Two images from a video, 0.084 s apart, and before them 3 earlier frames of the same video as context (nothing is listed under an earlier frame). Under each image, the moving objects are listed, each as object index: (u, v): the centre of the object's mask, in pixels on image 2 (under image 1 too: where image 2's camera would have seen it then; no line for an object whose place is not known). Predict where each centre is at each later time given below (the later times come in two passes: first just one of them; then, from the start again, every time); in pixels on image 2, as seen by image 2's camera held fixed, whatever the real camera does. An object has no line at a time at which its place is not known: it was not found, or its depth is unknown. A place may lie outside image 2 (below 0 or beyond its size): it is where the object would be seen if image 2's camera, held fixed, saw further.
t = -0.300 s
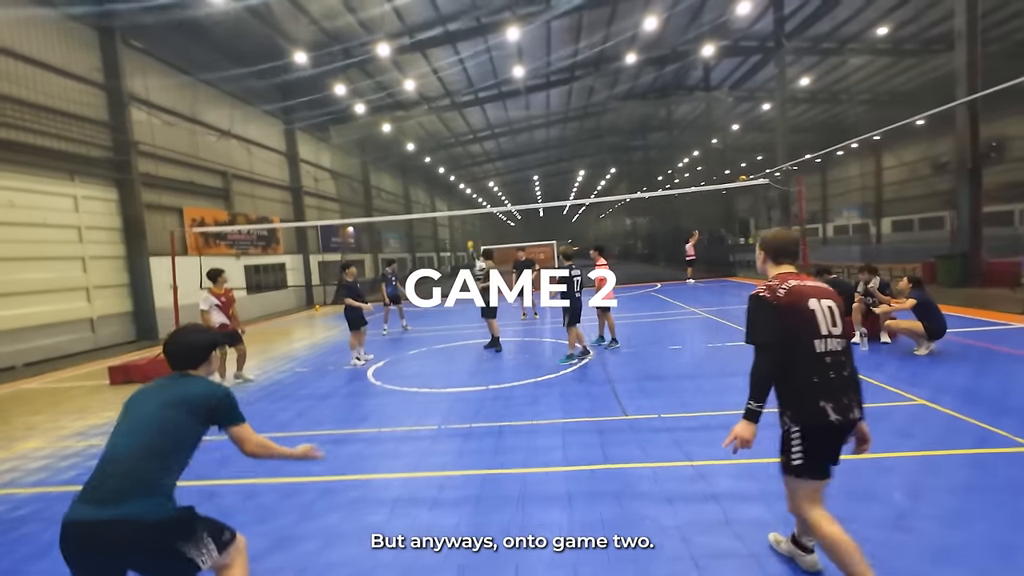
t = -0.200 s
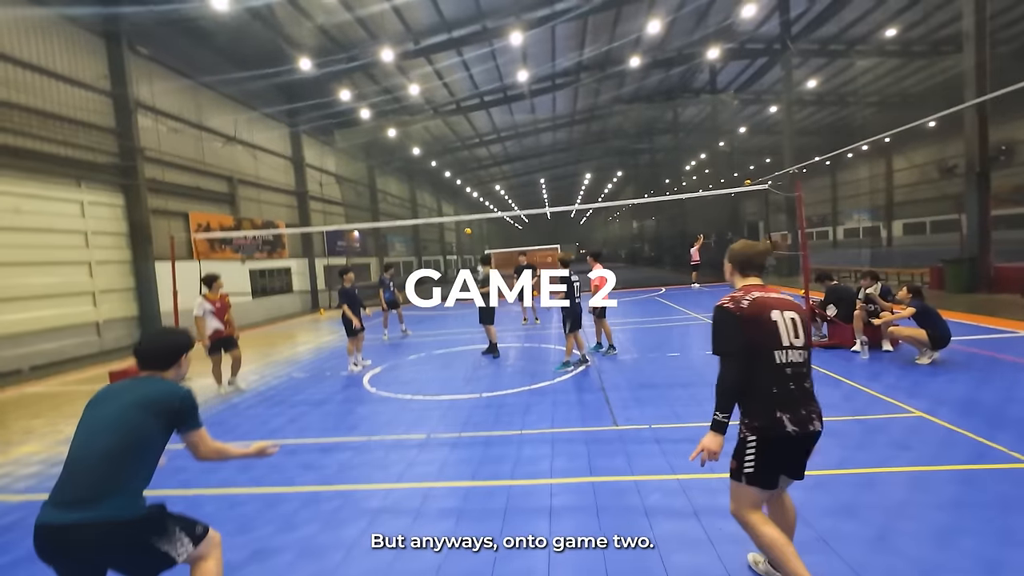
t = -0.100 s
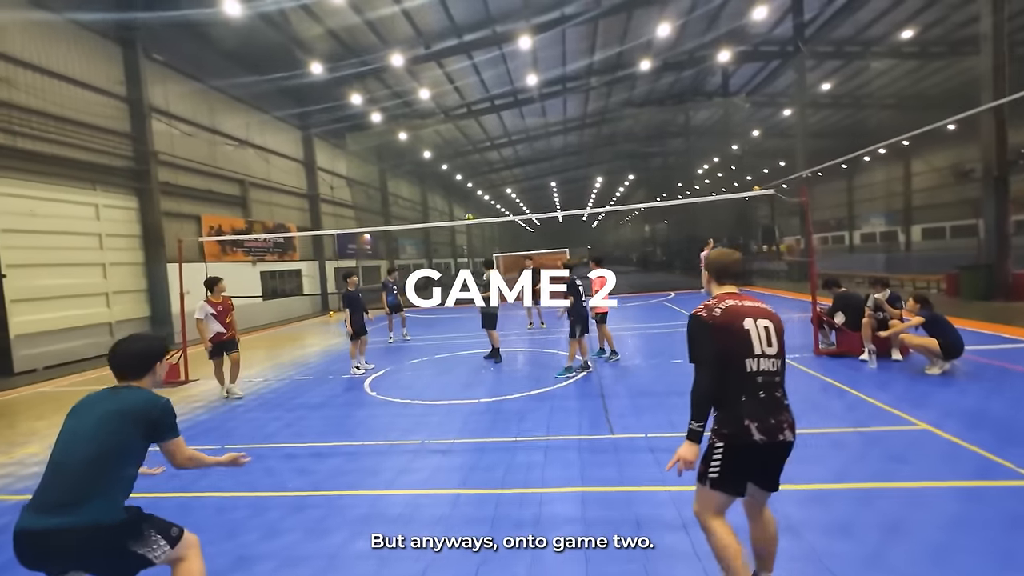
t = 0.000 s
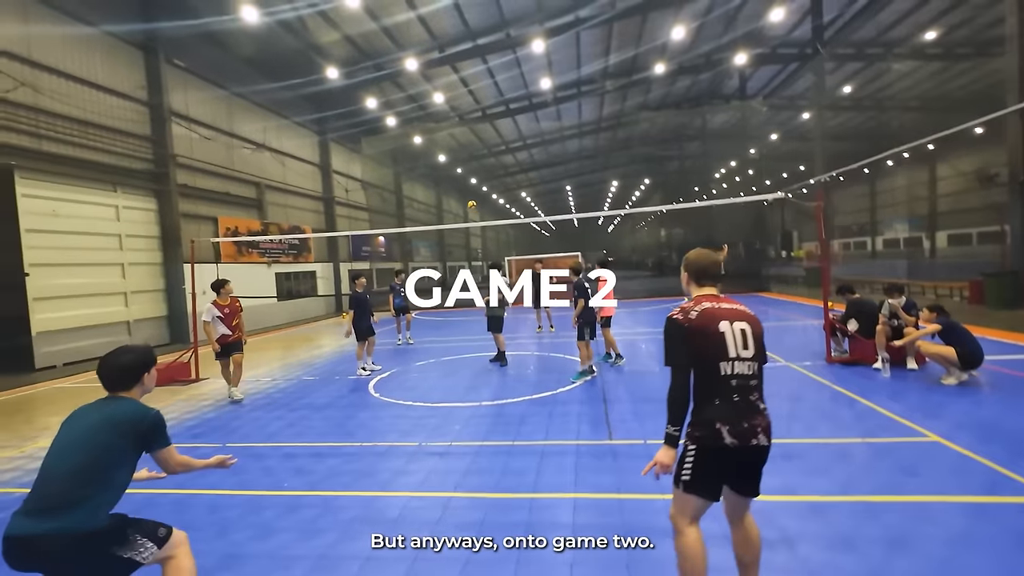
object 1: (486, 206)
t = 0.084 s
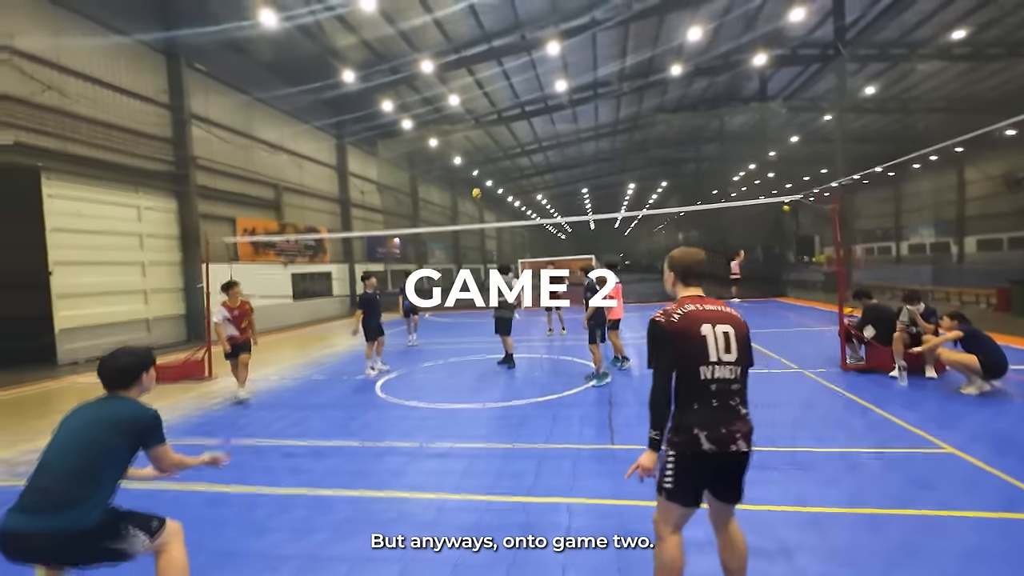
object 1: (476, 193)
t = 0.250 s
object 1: (451, 173)
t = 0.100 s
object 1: (474, 191)
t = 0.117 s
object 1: (472, 189)
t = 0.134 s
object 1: (469, 186)
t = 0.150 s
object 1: (466, 184)
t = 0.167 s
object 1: (464, 182)
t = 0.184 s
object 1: (462, 180)
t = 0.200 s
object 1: (459, 178)
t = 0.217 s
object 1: (456, 176)
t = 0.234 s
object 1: (454, 174)
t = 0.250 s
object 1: (451, 173)
